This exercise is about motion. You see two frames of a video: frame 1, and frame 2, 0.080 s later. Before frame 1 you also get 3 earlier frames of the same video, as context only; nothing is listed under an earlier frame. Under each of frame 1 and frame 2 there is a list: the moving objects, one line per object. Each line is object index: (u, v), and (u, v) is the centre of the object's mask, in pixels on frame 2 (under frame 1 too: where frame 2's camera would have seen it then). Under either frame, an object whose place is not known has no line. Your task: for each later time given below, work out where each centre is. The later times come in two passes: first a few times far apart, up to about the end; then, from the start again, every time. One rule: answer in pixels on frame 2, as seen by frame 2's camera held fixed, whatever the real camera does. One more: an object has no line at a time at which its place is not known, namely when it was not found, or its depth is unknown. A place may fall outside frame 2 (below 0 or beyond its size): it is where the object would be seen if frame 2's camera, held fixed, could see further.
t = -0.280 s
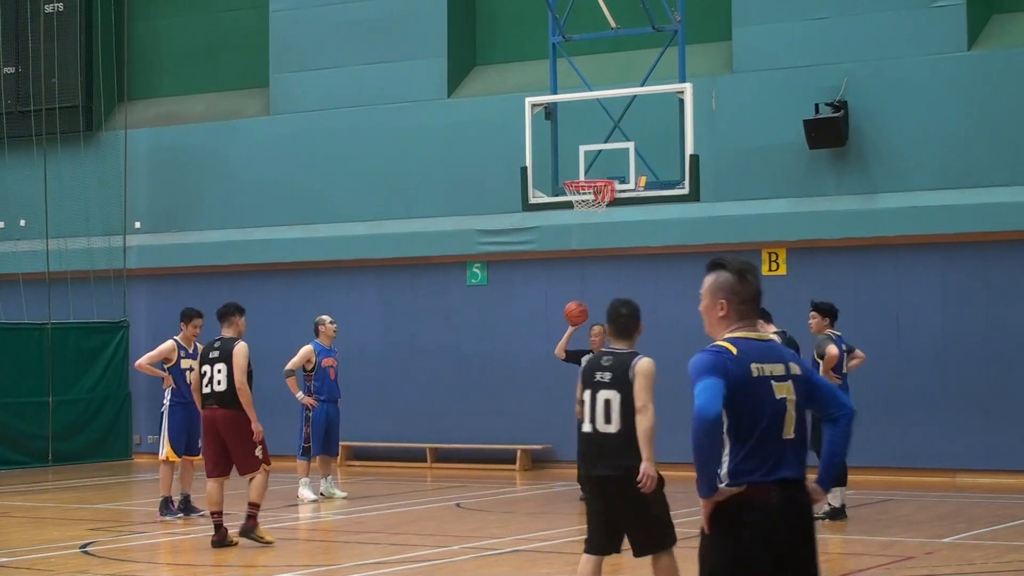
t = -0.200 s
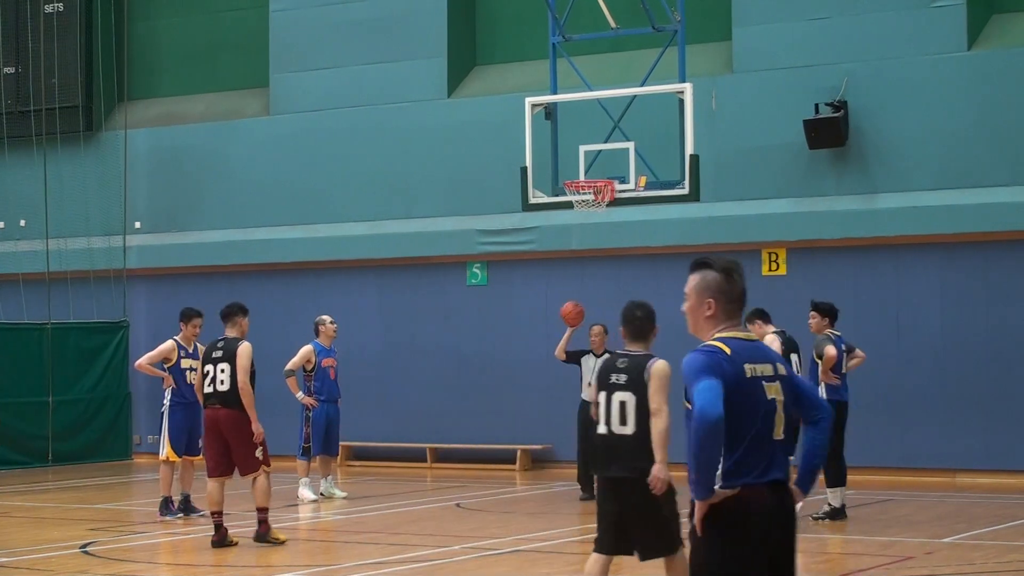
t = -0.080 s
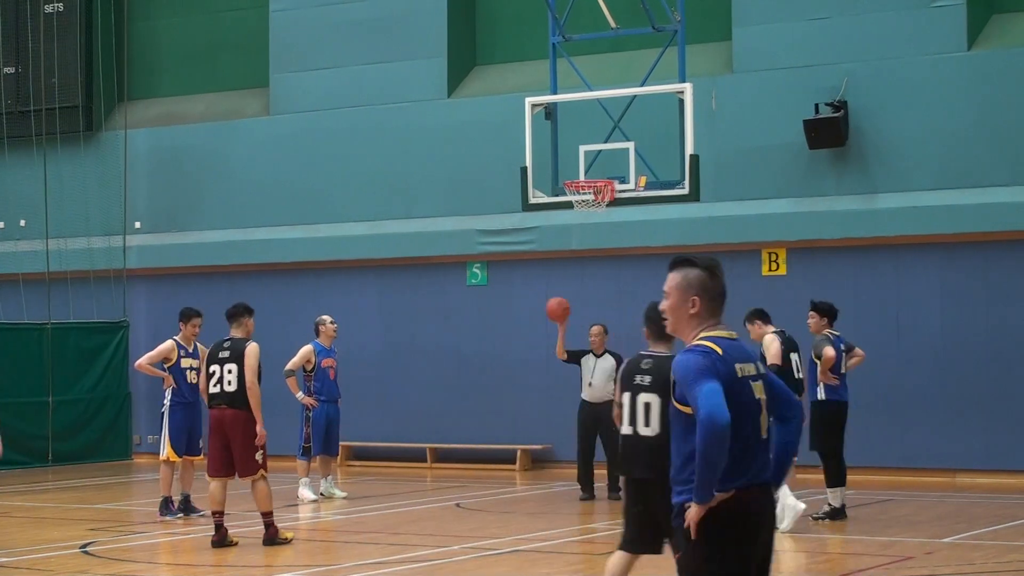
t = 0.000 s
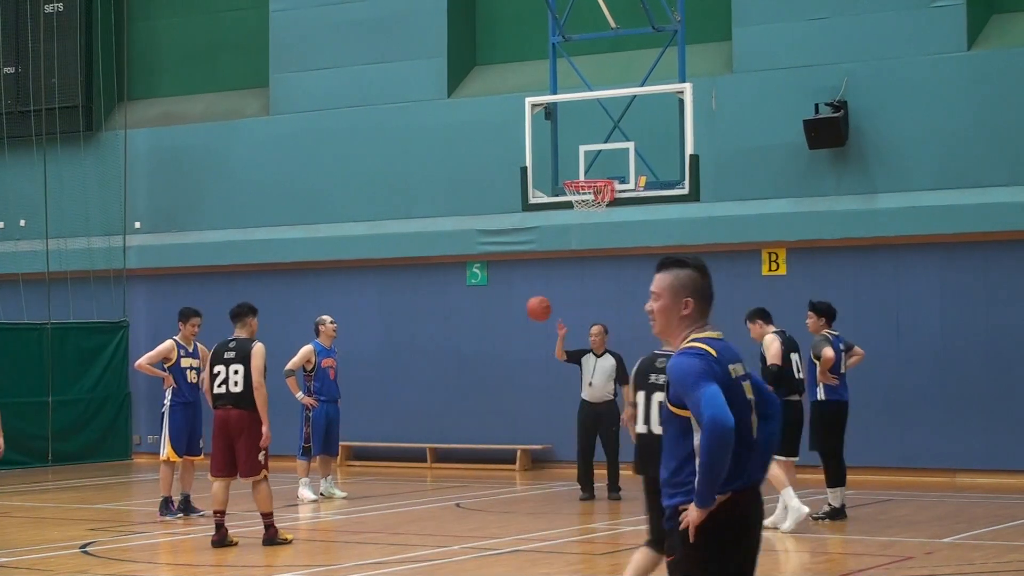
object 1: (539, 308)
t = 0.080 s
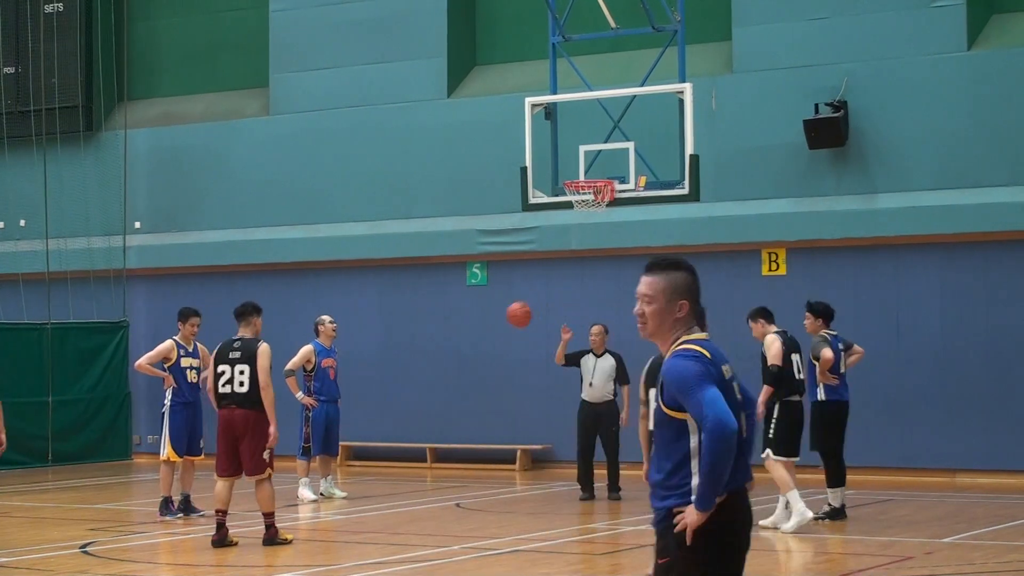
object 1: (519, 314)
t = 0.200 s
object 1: (489, 337)
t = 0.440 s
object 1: (426, 433)
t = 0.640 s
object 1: (380, 477)
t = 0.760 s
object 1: (362, 430)
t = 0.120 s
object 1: (508, 320)
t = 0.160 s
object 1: (499, 327)
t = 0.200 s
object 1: (489, 337)
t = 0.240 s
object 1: (479, 348)
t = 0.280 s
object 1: (469, 361)
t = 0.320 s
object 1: (458, 377)
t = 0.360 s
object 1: (447, 393)
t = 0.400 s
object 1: (436, 412)
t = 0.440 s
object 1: (426, 433)
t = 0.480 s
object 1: (415, 456)
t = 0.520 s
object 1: (403, 483)
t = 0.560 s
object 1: (392, 511)
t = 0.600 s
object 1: (386, 496)
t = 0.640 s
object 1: (380, 477)
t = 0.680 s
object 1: (374, 460)
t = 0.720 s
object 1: (368, 444)
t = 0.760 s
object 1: (362, 430)
